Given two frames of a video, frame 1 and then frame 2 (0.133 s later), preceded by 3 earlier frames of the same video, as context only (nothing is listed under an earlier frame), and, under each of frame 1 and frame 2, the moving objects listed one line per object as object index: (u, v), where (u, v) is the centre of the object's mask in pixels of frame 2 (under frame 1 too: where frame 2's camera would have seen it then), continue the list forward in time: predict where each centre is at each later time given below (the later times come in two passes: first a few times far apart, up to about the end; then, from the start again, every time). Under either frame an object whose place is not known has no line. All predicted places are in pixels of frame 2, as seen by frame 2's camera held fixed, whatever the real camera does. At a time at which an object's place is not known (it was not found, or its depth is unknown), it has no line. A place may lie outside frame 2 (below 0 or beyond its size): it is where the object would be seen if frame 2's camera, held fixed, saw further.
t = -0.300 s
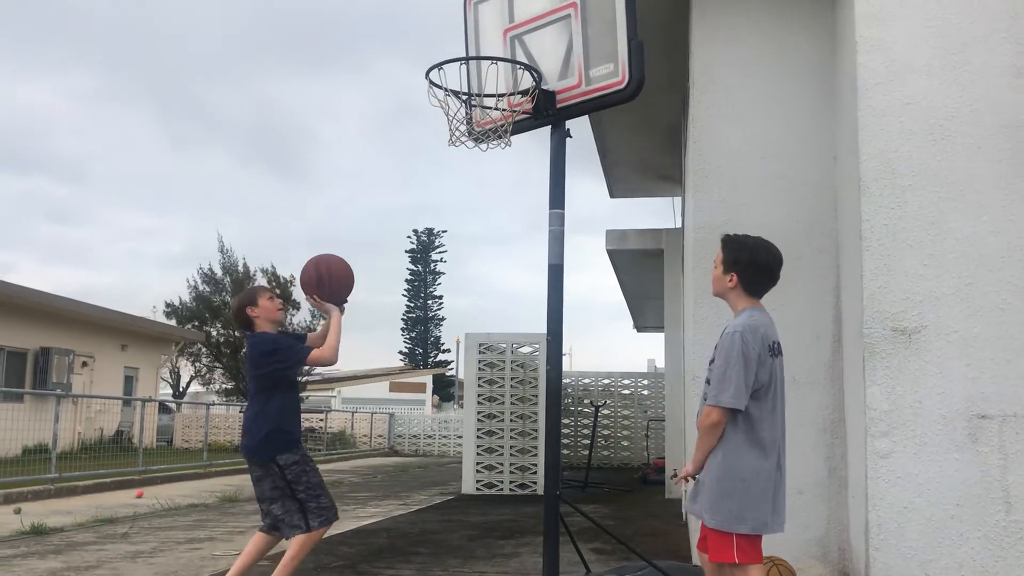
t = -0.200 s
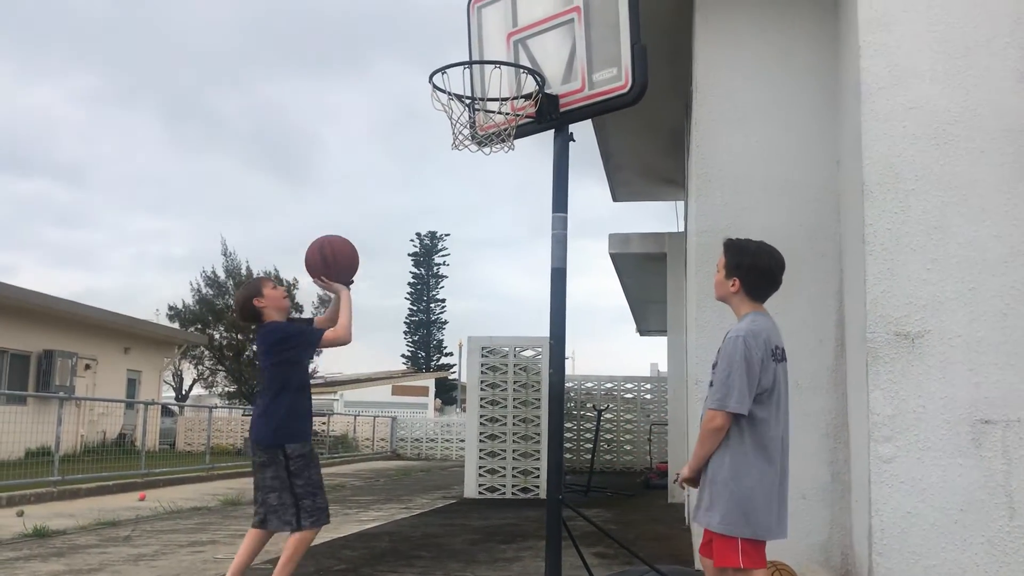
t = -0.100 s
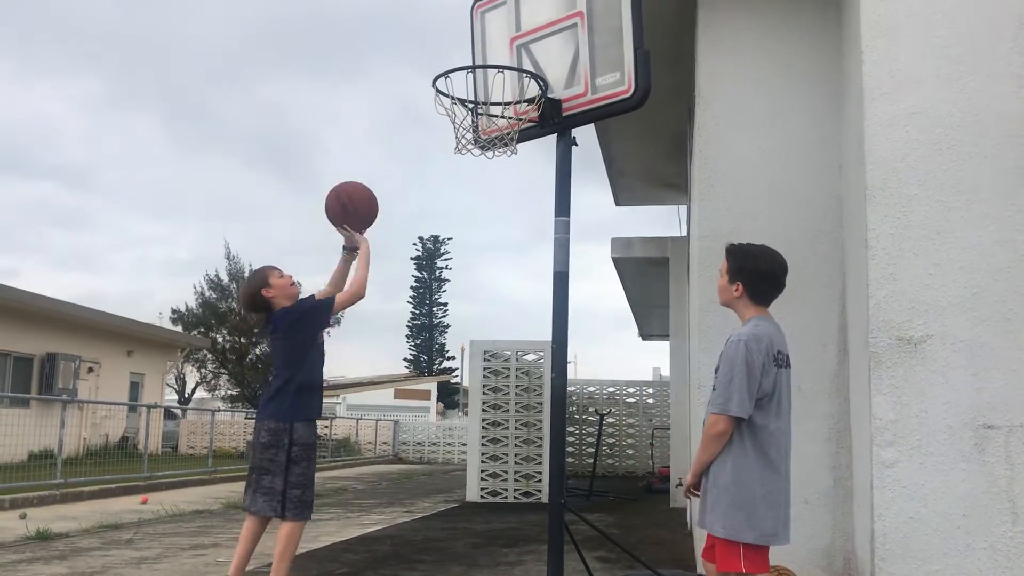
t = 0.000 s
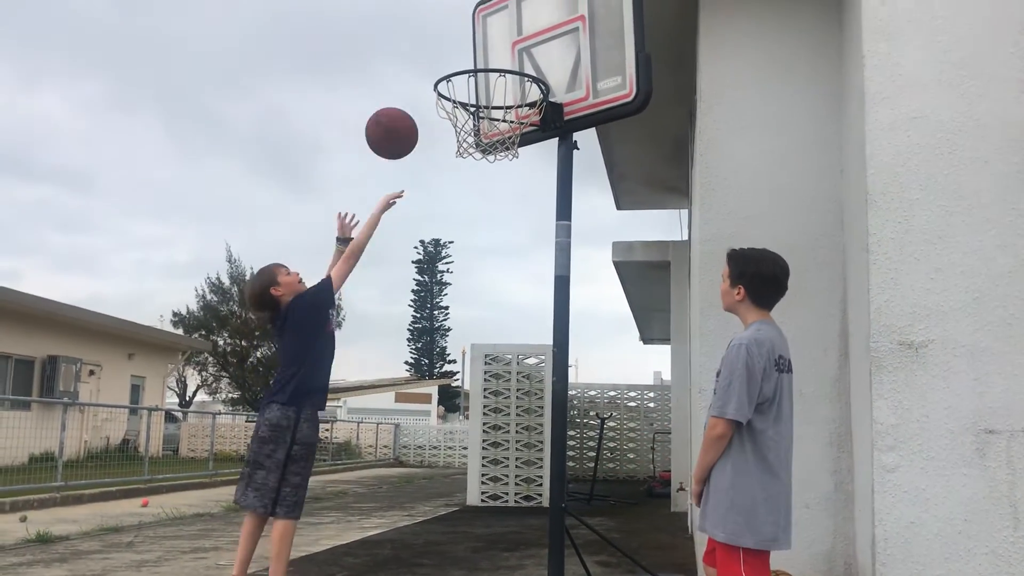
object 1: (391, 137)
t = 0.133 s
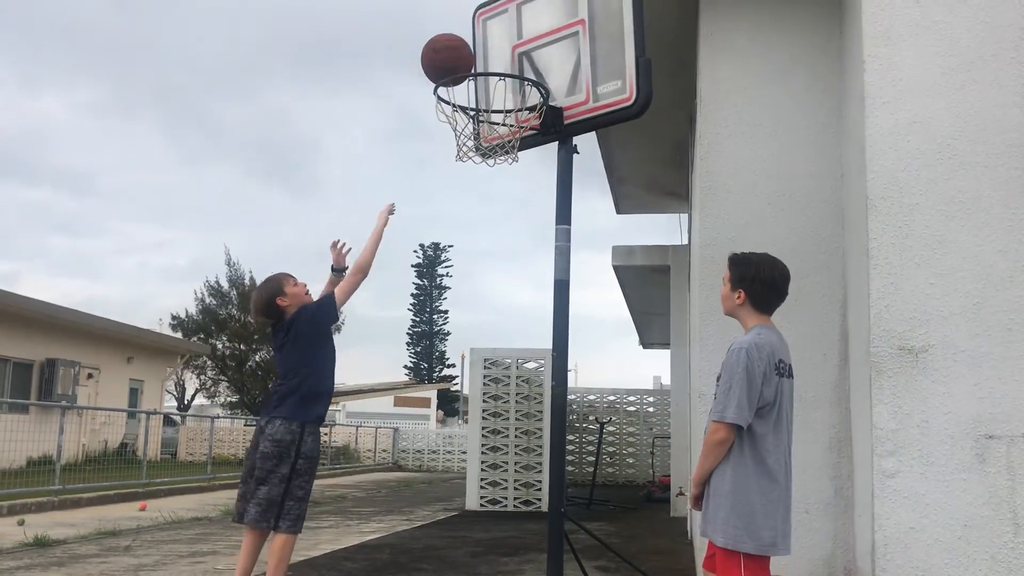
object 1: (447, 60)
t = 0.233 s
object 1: (489, 25)
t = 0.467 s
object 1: (506, 37)
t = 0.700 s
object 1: (457, 124)
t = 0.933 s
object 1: (483, 162)
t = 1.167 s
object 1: (525, 288)
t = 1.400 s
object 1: (566, 567)
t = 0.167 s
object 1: (461, 46)
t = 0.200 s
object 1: (475, 35)
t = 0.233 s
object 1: (489, 25)
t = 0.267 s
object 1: (496, 21)
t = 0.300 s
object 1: (497, 19)
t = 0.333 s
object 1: (499, 18)
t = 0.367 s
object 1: (501, 19)
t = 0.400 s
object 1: (502, 22)
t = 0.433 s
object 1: (504, 27)
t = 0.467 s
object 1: (506, 37)
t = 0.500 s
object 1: (508, 48)
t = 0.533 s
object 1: (509, 63)
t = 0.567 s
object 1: (507, 77)
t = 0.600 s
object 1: (494, 87)
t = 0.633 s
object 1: (480, 100)
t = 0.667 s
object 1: (467, 112)
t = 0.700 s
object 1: (457, 124)
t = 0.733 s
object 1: (456, 130)
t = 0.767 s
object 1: (458, 134)
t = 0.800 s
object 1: (461, 138)
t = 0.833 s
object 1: (466, 142)
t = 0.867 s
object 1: (472, 147)
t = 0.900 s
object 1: (478, 154)
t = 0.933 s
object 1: (483, 162)
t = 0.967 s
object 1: (489, 174)
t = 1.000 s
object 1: (495, 185)
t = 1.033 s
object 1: (501, 200)
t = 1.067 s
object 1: (507, 218)
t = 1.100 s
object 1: (513, 238)
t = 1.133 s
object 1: (519, 262)
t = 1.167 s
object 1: (525, 288)
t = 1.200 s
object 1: (530, 317)
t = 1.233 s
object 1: (536, 350)
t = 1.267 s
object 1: (542, 386)
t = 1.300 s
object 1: (549, 425)
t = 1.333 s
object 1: (555, 468)
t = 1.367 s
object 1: (561, 515)
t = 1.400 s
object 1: (566, 567)
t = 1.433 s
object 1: (573, 608)
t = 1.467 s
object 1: (578, 612)
